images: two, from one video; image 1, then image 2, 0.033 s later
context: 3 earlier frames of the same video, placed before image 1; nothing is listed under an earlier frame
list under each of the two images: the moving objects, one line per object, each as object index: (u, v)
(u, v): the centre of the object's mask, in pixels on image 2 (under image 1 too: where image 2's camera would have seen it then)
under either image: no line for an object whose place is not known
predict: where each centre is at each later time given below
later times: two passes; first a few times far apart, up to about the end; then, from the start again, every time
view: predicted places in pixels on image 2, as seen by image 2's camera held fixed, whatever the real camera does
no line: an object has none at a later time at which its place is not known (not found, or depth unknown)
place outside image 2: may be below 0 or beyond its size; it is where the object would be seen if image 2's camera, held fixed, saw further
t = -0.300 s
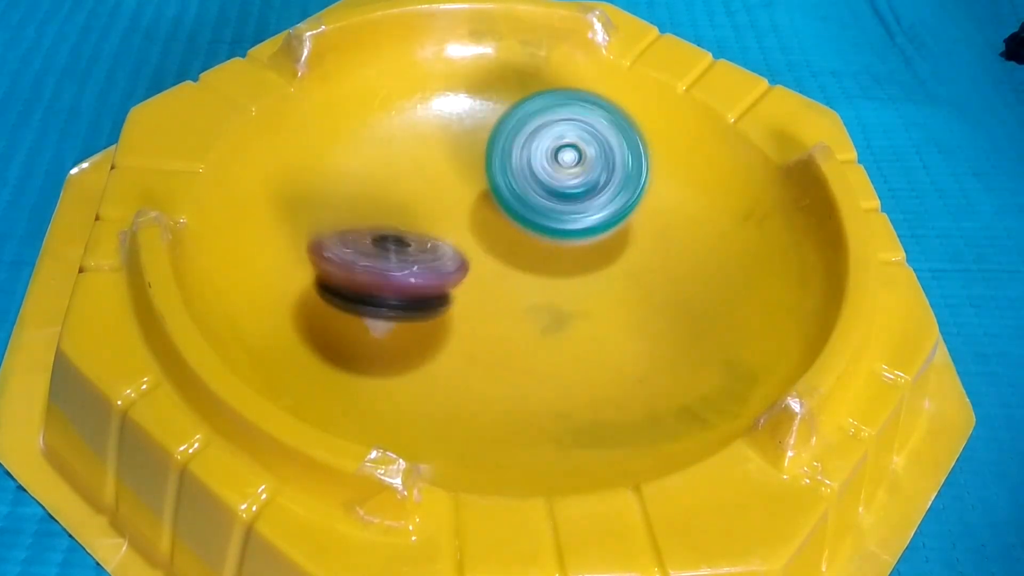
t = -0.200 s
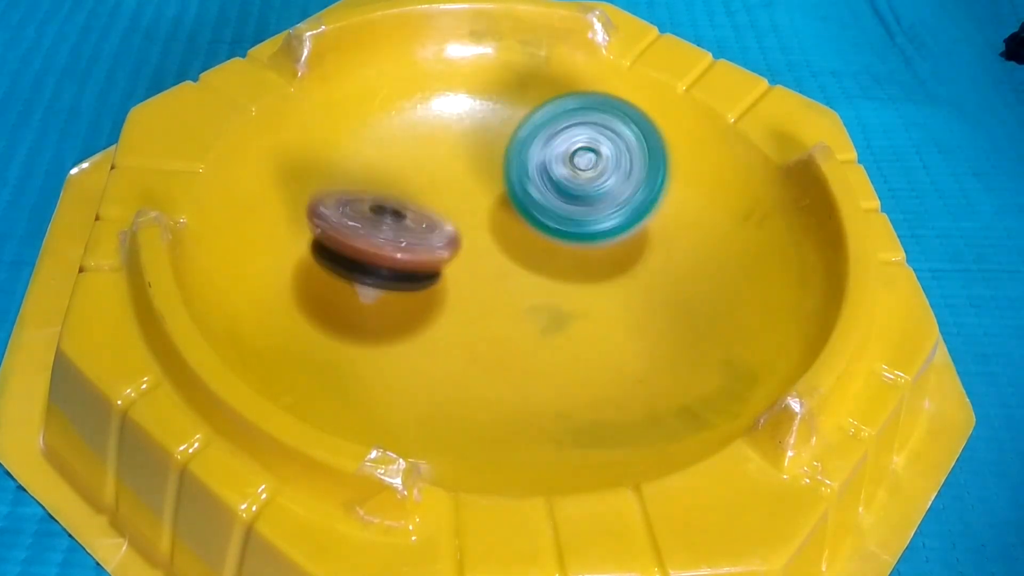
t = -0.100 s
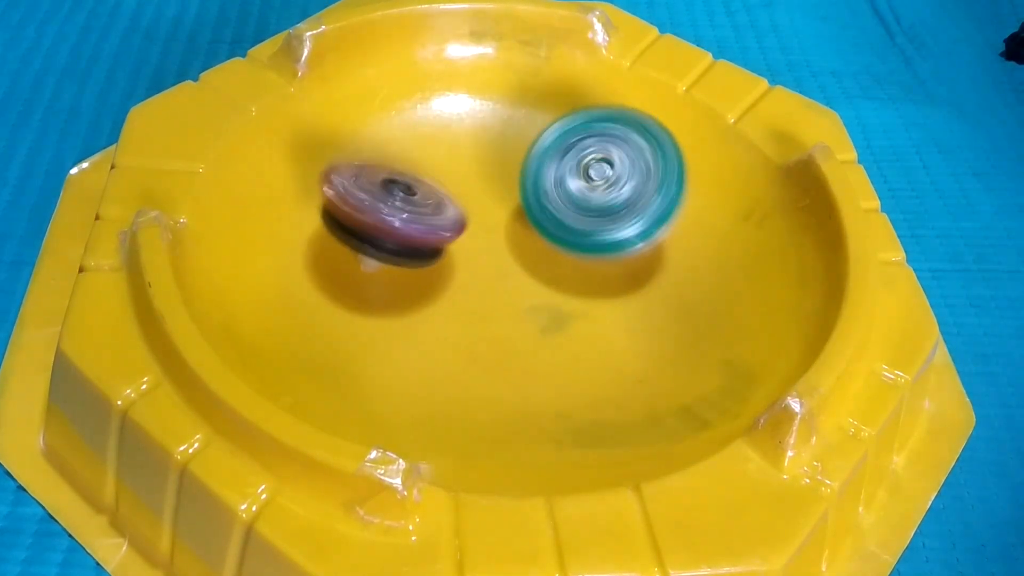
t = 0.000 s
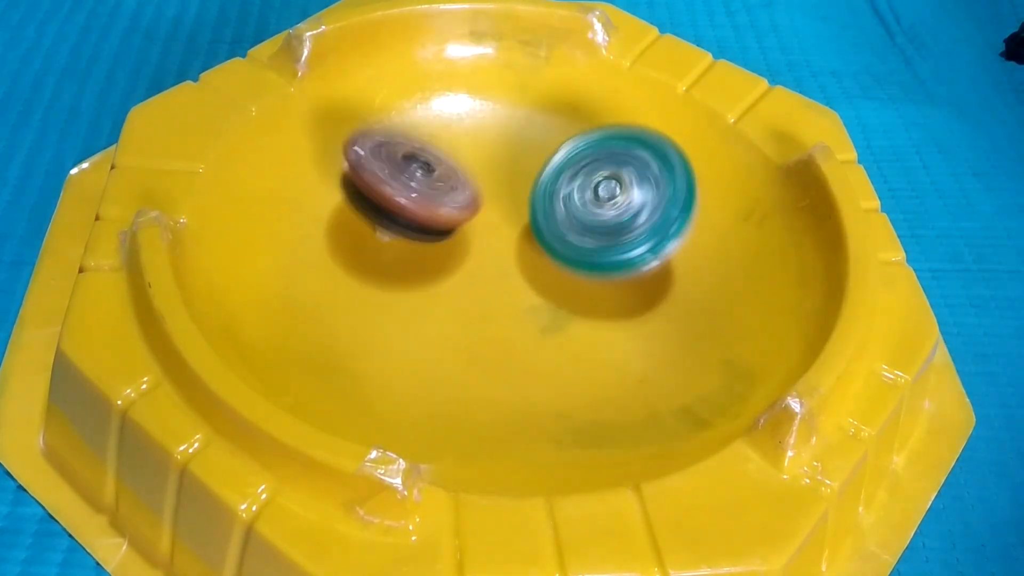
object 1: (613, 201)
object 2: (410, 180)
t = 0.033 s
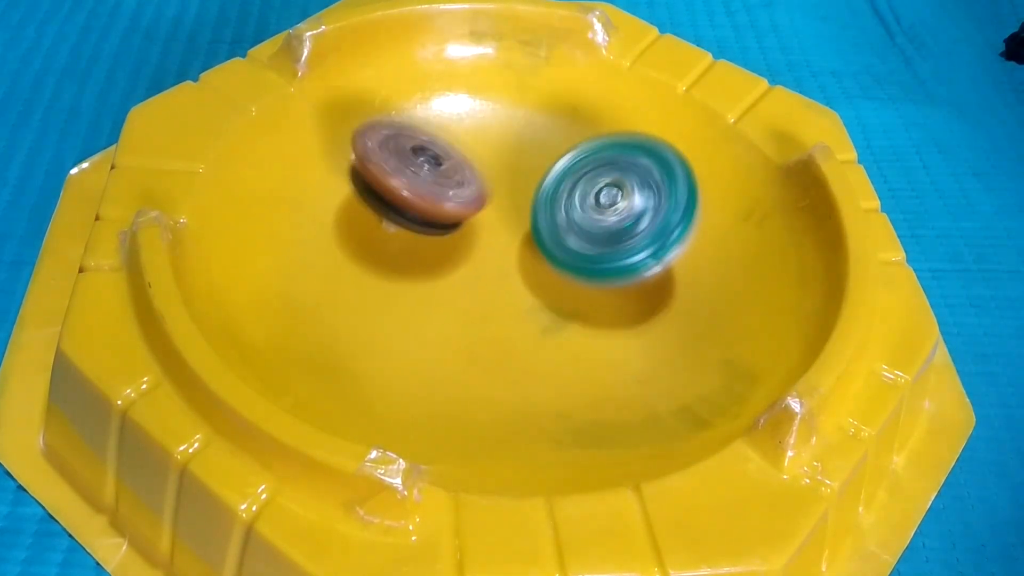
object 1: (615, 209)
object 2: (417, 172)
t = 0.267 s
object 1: (623, 266)
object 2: (497, 137)
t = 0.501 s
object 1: (586, 312)
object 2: (597, 139)
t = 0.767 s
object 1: (507, 305)
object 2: (658, 216)
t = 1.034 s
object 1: (471, 266)
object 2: (667, 315)
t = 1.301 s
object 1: (498, 228)
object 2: (581, 351)
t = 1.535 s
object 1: (553, 124)
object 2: (490, 368)
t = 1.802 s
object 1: (589, 153)
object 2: (466, 241)
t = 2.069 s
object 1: (685, 213)
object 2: (501, 280)
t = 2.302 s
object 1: (713, 259)
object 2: (545, 343)
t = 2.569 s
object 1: (650, 309)
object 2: (485, 359)
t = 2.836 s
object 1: (628, 303)
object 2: (430, 263)
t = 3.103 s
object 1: (582, 294)
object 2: (445, 178)
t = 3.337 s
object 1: (543, 273)
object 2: (564, 151)
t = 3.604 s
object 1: (494, 247)
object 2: (670, 209)
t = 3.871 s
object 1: (483, 223)
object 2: (714, 322)
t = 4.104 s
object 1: (482, 193)
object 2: (608, 387)
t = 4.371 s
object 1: (490, 164)
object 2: (513, 302)
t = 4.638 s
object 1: (546, 153)
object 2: (407, 255)
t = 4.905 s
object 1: (556, 176)
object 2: (438, 273)
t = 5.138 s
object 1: (595, 194)
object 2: (403, 313)
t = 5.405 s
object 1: (581, 203)
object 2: (418, 296)
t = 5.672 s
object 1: (592, 205)
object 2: (498, 298)
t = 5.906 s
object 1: (628, 206)
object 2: (495, 284)
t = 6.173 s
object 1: (635, 234)
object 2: (488, 275)
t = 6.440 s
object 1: (623, 308)
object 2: (467, 239)
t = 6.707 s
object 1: (598, 341)
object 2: (539, 231)
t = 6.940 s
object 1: (559, 319)
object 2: (535, 215)
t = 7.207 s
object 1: (495, 284)
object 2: (573, 206)
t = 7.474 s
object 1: (482, 271)
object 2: (600, 224)
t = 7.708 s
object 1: (481, 269)
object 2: (601, 225)
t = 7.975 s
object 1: (484, 266)
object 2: (601, 225)
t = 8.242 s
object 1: (484, 266)
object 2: (601, 225)
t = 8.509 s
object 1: (484, 266)
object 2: (601, 225)
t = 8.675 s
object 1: (484, 266)
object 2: (602, 225)
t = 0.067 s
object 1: (617, 216)
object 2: (426, 165)
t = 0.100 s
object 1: (618, 225)
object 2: (435, 160)
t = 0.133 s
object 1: (620, 233)
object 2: (445, 156)
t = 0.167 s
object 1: (621, 241)
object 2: (457, 150)
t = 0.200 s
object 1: (623, 249)
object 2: (468, 144)
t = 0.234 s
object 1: (623, 257)
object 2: (483, 139)
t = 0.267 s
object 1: (623, 266)
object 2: (497, 137)
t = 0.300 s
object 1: (622, 274)
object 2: (510, 137)
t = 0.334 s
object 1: (620, 282)
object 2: (524, 136)
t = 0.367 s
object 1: (616, 290)
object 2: (540, 135)
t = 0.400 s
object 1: (611, 296)
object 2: (555, 136)
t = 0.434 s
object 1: (604, 303)
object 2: (570, 136)
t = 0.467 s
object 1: (596, 308)
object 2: (584, 137)
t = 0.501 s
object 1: (586, 312)
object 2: (597, 139)
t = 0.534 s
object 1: (575, 315)
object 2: (610, 144)
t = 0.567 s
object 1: (563, 316)
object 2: (621, 150)
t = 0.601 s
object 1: (552, 316)
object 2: (631, 157)
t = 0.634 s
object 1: (541, 315)
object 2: (640, 167)
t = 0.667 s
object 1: (531, 313)
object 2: (647, 179)
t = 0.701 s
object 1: (523, 311)
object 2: (652, 191)
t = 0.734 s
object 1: (515, 308)
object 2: (655, 204)
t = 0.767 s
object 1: (507, 305)
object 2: (658, 216)
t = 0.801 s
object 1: (500, 301)
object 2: (661, 228)
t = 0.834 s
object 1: (494, 297)
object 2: (664, 241)
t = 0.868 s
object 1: (489, 292)
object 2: (667, 254)
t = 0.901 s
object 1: (485, 287)
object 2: (668, 267)
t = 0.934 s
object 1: (481, 282)
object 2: (669, 279)
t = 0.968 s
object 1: (478, 277)
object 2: (670, 291)
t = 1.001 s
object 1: (474, 271)
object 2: (669, 303)
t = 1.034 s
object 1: (471, 266)
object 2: (667, 315)
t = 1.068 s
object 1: (470, 260)
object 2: (663, 326)
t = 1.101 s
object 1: (469, 255)
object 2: (657, 335)
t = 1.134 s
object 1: (472, 249)
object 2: (649, 341)
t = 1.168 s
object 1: (474, 246)
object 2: (639, 347)
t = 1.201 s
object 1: (479, 241)
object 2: (626, 350)
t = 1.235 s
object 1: (484, 237)
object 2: (611, 351)
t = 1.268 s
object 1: (491, 234)
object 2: (596, 350)
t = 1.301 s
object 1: (498, 228)
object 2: (581, 351)
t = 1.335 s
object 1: (504, 212)
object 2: (570, 374)
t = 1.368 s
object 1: (511, 191)
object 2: (562, 392)
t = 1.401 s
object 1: (519, 174)
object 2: (550, 401)
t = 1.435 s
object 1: (527, 159)
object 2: (537, 402)
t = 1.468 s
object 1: (535, 146)
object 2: (521, 398)
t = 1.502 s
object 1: (544, 135)
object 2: (505, 385)
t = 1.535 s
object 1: (553, 124)
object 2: (490, 368)
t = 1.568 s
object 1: (560, 116)
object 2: (476, 347)
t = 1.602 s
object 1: (567, 111)
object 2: (464, 326)
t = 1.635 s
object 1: (573, 109)
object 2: (455, 307)
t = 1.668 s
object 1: (578, 112)
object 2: (452, 291)
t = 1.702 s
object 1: (581, 119)
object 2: (451, 275)
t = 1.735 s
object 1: (583, 128)
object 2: (452, 259)
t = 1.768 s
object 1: (586, 140)
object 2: (456, 249)
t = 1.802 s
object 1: (589, 153)
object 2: (466, 241)
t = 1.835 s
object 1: (598, 165)
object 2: (478, 232)
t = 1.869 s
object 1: (613, 173)
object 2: (472, 223)
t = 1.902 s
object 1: (631, 180)
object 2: (459, 238)
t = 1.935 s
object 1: (647, 187)
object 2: (458, 243)
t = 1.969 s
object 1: (660, 193)
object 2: (460, 252)
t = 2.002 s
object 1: (671, 199)
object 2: (464, 261)
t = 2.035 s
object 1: (679, 206)
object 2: (477, 274)
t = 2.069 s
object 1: (685, 213)
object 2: (501, 280)
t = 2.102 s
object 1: (688, 220)
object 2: (516, 289)
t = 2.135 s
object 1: (688, 228)
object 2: (545, 301)
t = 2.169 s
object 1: (692, 232)
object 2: (569, 301)
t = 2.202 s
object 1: (703, 240)
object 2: (565, 312)
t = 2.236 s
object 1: (711, 248)
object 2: (559, 326)
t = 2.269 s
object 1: (715, 254)
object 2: (553, 332)
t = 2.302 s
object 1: (713, 259)
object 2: (545, 343)
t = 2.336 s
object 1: (704, 264)
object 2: (546, 347)
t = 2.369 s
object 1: (693, 271)
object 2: (543, 350)
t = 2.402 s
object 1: (681, 278)
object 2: (545, 355)
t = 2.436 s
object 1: (670, 286)
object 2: (541, 357)
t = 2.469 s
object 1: (665, 293)
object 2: (524, 361)
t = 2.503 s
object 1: (659, 301)
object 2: (510, 364)
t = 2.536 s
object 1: (654, 306)
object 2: (498, 363)
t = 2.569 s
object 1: (650, 309)
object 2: (485, 359)
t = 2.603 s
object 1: (646, 311)
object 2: (472, 350)
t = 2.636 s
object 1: (642, 311)
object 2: (461, 334)
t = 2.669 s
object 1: (640, 311)
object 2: (453, 322)
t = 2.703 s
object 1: (640, 309)
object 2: (447, 313)
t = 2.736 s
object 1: (636, 307)
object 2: (443, 299)
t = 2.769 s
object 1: (633, 307)
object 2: (435, 287)
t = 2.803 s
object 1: (632, 304)
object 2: (433, 275)
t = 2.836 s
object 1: (628, 303)
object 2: (430, 263)
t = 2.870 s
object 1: (623, 303)
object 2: (425, 252)
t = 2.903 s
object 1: (619, 301)
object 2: (423, 241)
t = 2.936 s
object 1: (614, 299)
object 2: (421, 231)
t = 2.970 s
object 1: (609, 299)
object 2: (419, 218)
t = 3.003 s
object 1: (603, 298)
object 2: (422, 210)
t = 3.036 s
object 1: (596, 297)
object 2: (426, 199)
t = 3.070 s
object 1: (589, 295)
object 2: (436, 186)
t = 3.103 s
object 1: (582, 294)
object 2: (445, 178)
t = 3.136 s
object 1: (575, 292)
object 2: (461, 169)
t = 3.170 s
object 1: (567, 290)
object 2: (475, 166)
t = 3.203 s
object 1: (561, 288)
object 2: (491, 160)
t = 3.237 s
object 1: (556, 285)
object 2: (511, 157)
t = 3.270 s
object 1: (550, 280)
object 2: (526, 152)
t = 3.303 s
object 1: (546, 276)
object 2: (545, 152)
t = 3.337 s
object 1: (543, 273)
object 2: (564, 151)
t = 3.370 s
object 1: (540, 267)
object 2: (582, 157)
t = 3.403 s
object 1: (536, 264)
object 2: (600, 160)
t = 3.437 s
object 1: (521, 263)
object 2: (631, 159)
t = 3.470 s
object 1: (507, 260)
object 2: (655, 157)
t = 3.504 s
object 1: (497, 258)
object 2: (668, 162)
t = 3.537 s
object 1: (493, 253)
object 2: (680, 170)
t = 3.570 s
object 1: (493, 251)
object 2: (675, 188)
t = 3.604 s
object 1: (494, 247)
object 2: (670, 209)
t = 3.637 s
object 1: (496, 244)
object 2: (661, 230)
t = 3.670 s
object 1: (496, 239)
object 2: (660, 238)
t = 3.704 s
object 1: (483, 233)
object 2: (678, 258)
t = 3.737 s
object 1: (475, 228)
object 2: (701, 278)
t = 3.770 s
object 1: (472, 226)
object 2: (715, 296)
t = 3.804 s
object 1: (473, 224)
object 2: (722, 306)
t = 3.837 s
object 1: (477, 223)
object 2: (725, 314)
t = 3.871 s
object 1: (483, 223)
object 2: (714, 322)
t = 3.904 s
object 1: (488, 224)
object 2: (698, 322)
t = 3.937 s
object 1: (495, 227)
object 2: (679, 322)
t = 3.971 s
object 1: (499, 229)
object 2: (650, 317)
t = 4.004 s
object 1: (504, 232)
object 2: (627, 315)
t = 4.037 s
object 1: (502, 227)
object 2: (611, 342)
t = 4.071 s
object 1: (489, 206)
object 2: (610, 371)
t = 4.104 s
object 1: (482, 193)
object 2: (608, 387)
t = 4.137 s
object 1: (478, 182)
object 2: (606, 393)
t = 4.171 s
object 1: (475, 172)
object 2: (599, 399)
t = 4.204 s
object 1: (475, 167)
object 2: (587, 396)
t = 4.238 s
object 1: (477, 163)
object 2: (567, 381)
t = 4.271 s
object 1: (480, 162)
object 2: (560, 364)
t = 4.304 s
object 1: (483, 162)
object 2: (542, 344)
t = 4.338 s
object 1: (487, 163)
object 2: (526, 323)
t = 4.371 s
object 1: (490, 164)
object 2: (513, 302)
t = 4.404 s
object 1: (494, 166)
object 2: (505, 287)
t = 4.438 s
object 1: (497, 167)
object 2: (491, 271)
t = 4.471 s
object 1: (508, 162)
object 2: (477, 269)
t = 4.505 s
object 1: (518, 159)
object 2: (451, 269)
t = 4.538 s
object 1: (529, 155)
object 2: (438, 259)
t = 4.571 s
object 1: (536, 153)
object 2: (423, 259)
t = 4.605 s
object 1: (542, 153)
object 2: (413, 256)
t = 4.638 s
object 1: (546, 153)
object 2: (407, 255)
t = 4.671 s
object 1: (549, 154)
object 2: (402, 253)
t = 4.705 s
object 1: (552, 155)
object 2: (399, 251)
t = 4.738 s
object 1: (553, 157)
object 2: (401, 251)
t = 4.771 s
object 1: (553, 160)
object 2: (408, 254)
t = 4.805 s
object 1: (554, 163)
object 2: (415, 258)
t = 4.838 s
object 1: (555, 167)
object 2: (422, 262)
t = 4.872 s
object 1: (556, 171)
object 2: (429, 268)
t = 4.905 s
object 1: (556, 176)
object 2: (438, 273)
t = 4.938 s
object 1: (556, 181)
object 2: (446, 276)
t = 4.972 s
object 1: (556, 187)
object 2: (454, 277)
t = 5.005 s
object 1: (559, 192)
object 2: (459, 278)
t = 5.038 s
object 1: (570, 192)
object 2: (442, 292)
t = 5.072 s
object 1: (581, 191)
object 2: (427, 303)
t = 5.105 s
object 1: (590, 192)
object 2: (413, 309)
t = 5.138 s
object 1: (595, 194)
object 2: (403, 313)
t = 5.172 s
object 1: (596, 196)
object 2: (397, 316)
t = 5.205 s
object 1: (596, 198)
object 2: (392, 313)
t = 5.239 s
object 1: (594, 200)
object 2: (392, 314)
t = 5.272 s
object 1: (591, 202)
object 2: (394, 312)
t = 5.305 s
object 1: (588, 203)
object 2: (396, 310)
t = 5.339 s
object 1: (585, 204)
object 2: (401, 305)
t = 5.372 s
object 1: (583, 203)
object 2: (408, 299)
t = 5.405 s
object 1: (581, 203)
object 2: (418, 296)
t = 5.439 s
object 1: (580, 202)
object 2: (434, 290)
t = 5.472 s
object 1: (579, 203)
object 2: (451, 288)
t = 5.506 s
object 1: (578, 203)
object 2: (468, 290)
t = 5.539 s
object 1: (577, 204)
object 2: (487, 295)
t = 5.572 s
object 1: (576, 205)
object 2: (502, 295)
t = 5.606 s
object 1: (577, 205)
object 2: (509, 294)
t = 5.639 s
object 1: (583, 205)
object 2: (507, 297)
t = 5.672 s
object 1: (592, 205)
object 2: (498, 298)
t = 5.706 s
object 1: (600, 203)
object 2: (491, 299)
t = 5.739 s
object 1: (609, 204)
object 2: (488, 297)
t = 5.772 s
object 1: (614, 203)
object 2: (486, 297)
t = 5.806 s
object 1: (619, 202)
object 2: (486, 296)
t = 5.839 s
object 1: (623, 204)
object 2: (489, 293)
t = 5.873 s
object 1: (625, 203)
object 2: (492, 289)
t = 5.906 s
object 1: (628, 206)
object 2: (495, 284)
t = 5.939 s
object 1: (628, 206)
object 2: (502, 278)
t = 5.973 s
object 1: (631, 208)
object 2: (507, 285)
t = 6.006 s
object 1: (635, 210)
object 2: (505, 281)
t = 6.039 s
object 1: (638, 214)
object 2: (505, 280)
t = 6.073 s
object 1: (639, 219)
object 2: (506, 279)
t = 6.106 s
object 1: (639, 224)
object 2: (505, 277)
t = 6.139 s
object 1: (639, 228)
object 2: (497, 277)
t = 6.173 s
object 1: (635, 234)
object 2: (488, 275)
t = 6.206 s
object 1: (634, 239)
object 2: (487, 273)
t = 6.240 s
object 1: (631, 246)
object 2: (484, 269)
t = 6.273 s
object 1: (628, 255)
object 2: (479, 263)
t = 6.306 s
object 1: (624, 262)
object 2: (479, 262)
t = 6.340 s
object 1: (624, 274)
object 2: (474, 253)
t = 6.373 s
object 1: (626, 290)
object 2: (464, 246)
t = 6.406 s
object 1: (624, 300)
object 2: (464, 243)
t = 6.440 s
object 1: (623, 308)
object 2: (467, 239)
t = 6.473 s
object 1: (617, 325)
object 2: (476, 235)
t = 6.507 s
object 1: (617, 330)
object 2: (481, 236)
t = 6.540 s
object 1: (614, 337)
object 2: (493, 236)
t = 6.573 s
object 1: (611, 342)
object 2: (510, 238)
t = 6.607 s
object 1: (609, 344)
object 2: (515, 238)
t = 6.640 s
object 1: (605, 345)
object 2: (525, 241)
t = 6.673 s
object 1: (602, 343)
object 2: (532, 240)
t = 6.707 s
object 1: (598, 341)
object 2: (539, 231)
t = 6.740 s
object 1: (595, 341)
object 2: (539, 231)
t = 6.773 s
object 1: (589, 337)
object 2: (535, 233)
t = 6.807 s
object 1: (586, 335)
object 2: (535, 231)
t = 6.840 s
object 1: (582, 331)
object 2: (534, 230)
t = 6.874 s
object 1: (572, 324)
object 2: (533, 226)
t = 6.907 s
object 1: (563, 321)
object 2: (534, 218)
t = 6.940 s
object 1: (559, 319)
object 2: (535, 215)
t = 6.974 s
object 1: (547, 314)
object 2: (540, 213)
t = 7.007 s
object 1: (537, 309)
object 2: (543, 213)
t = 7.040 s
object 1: (531, 307)
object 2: (547, 202)
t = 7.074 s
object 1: (520, 301)
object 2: (553, 201)
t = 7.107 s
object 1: (511, 297)
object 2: (557, 202)
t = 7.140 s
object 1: (507, 296)
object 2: (559, 202)
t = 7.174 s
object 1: (499, 289)
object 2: (568, 204)
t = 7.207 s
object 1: (495, 284)
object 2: (573, 206)
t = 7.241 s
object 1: (494, 282)
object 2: (575, 207)
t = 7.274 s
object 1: (490, 278)
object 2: (582, 208)
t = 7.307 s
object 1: (487, 276)
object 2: (585, 209)
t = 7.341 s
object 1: (485, 274)
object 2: (586, 210)
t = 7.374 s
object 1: (482, 272)
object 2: (591, 213)
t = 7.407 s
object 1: (481, 272)
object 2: (594, 216)
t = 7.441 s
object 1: (482, 271)
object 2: (598, 221)
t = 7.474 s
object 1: (482, 271)
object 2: (600, 224)
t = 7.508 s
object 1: (482, 272)
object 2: (601, 225)
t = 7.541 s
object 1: (482, 272)
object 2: (601, 225)
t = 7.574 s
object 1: (482, 271)
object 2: (601, 225)
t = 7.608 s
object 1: (482, 271)
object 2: (601, 225)
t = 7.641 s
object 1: (484, 267)
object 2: (601, 225)
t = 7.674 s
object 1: (481, 269)
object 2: (602, 225)
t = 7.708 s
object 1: (481, 269)
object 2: (601, 225)
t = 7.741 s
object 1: (481, 270)
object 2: (601, 225)
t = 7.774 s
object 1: (484, 267)
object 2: (601, 225)
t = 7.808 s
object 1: (484, 267)
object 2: (601, 225)
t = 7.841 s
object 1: (484, 267)
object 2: (601, 225)
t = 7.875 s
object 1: (481, 269)
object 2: (601, 225)
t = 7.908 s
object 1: (481, 269)
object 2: (601, 225)
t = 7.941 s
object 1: (481, 269)
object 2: (601, 225)
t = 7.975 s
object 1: (484, 266)
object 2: (601, 225)
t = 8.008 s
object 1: (484, 266)
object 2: (601, 225)
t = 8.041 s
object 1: (484, 266)
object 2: (601, 225)
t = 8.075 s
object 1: (481, 269)
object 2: (601, 225)
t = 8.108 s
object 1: (481, 269)
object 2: (601, 225)
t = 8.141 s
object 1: (483, 266)
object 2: (601, 225)
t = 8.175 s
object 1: (484, 266)
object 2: (601, 225)
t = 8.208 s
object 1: (484, 266)
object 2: (601, 225)
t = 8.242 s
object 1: (484, 266)
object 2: (601, 225)
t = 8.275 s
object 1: (484, 266)
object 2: (601, 225)
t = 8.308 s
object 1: (484, 266)
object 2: (601, 225)
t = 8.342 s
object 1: (484, 266)
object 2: (601, 225)
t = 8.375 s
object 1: (484, 266)
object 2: (601, 225)
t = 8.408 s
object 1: (484, 266)
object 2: (601, 225)
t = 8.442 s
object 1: (484, 266)
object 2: (601, 225)
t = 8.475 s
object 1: (484, 266)
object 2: (601, 225)
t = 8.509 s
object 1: (484, 266)
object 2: (601, 225)
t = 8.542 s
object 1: (484, 266)
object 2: (601, 225)
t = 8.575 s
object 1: (484, 266)
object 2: (602, 225)
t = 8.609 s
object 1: (484, 266)
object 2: (602, 225)
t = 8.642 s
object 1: (484, 266)
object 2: (602, 225)
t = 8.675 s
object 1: (484, 266)
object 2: (602, 225)
